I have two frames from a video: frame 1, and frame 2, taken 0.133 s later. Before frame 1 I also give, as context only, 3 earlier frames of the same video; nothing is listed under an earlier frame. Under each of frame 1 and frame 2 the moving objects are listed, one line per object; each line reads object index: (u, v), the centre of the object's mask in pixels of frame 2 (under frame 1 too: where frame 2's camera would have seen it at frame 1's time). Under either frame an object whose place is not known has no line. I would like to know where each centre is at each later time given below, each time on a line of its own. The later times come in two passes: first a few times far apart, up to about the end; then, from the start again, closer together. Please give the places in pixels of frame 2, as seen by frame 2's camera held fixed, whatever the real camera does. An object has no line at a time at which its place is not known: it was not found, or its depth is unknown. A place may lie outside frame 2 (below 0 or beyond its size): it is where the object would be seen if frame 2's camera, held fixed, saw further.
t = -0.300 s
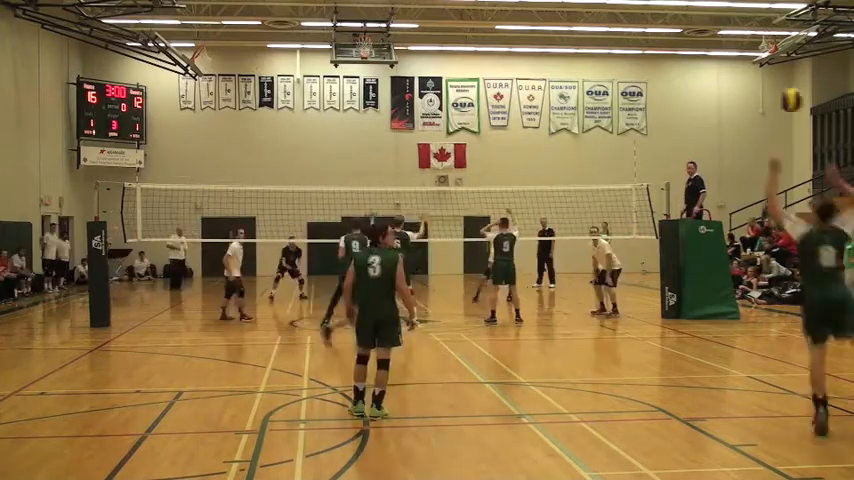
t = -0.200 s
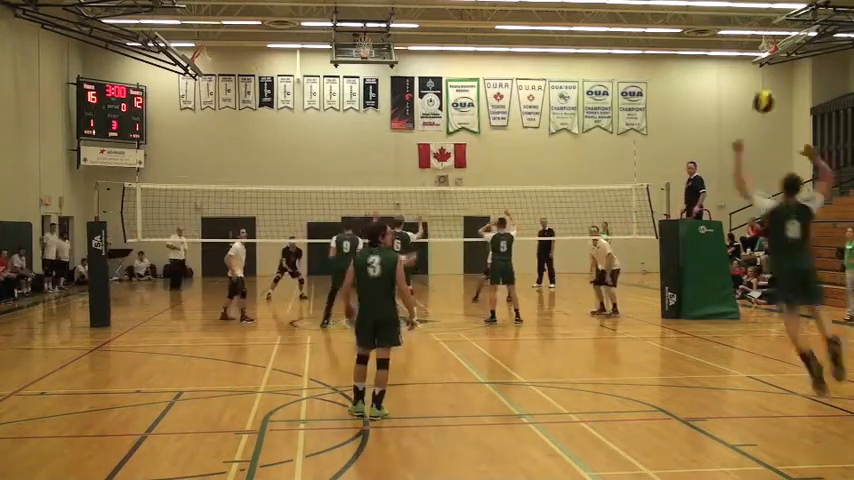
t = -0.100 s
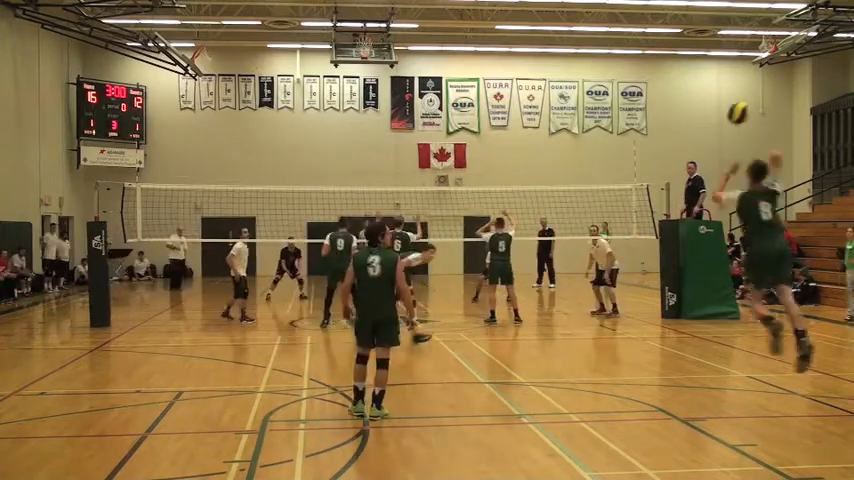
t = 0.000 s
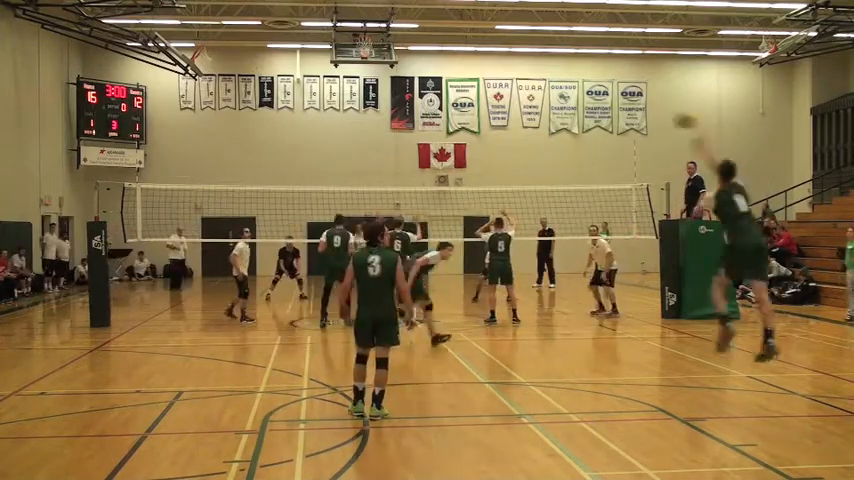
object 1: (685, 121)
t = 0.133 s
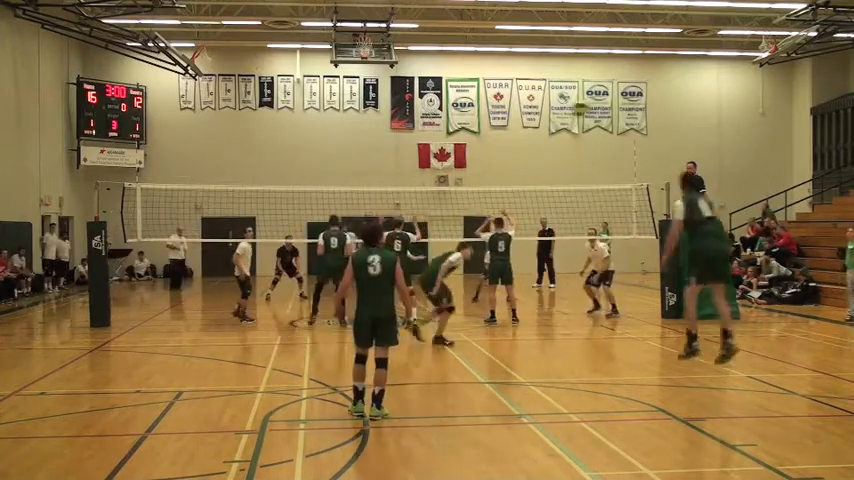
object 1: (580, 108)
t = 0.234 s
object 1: (524, 114)
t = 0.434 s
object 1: (448, 132)
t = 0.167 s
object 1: (559, 109)
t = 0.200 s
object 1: (541, 111)
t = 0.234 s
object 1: (524, 114)
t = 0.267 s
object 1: (509, 116)
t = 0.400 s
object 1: (457, 127)
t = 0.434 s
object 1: (448, 132)
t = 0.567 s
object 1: (413, 151)
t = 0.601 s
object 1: (407, 157)
